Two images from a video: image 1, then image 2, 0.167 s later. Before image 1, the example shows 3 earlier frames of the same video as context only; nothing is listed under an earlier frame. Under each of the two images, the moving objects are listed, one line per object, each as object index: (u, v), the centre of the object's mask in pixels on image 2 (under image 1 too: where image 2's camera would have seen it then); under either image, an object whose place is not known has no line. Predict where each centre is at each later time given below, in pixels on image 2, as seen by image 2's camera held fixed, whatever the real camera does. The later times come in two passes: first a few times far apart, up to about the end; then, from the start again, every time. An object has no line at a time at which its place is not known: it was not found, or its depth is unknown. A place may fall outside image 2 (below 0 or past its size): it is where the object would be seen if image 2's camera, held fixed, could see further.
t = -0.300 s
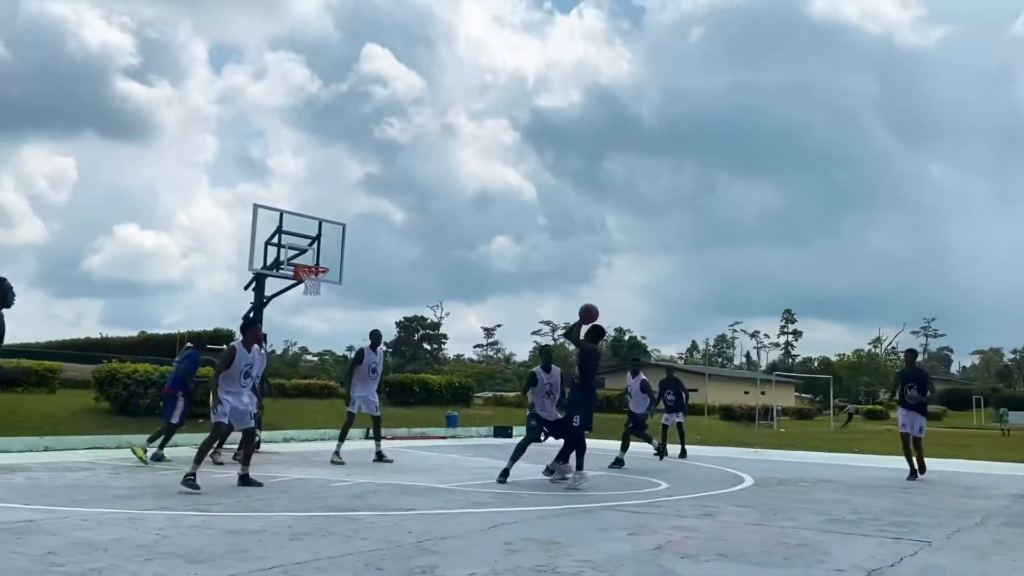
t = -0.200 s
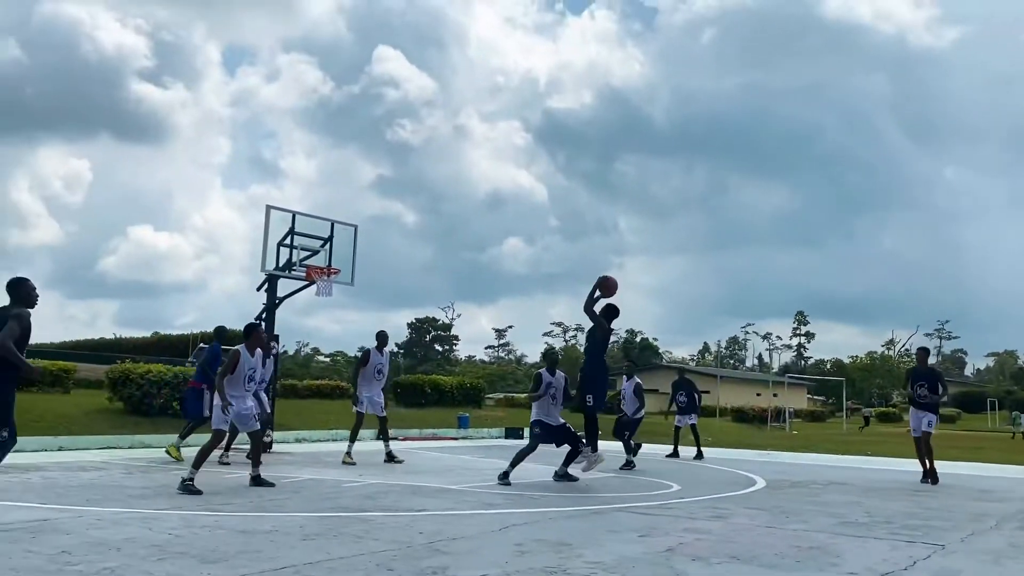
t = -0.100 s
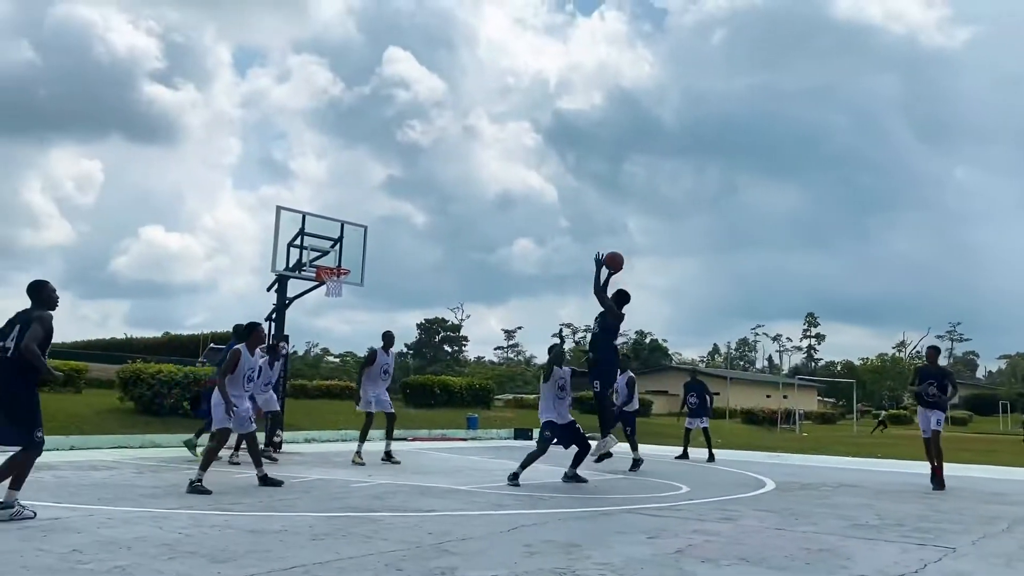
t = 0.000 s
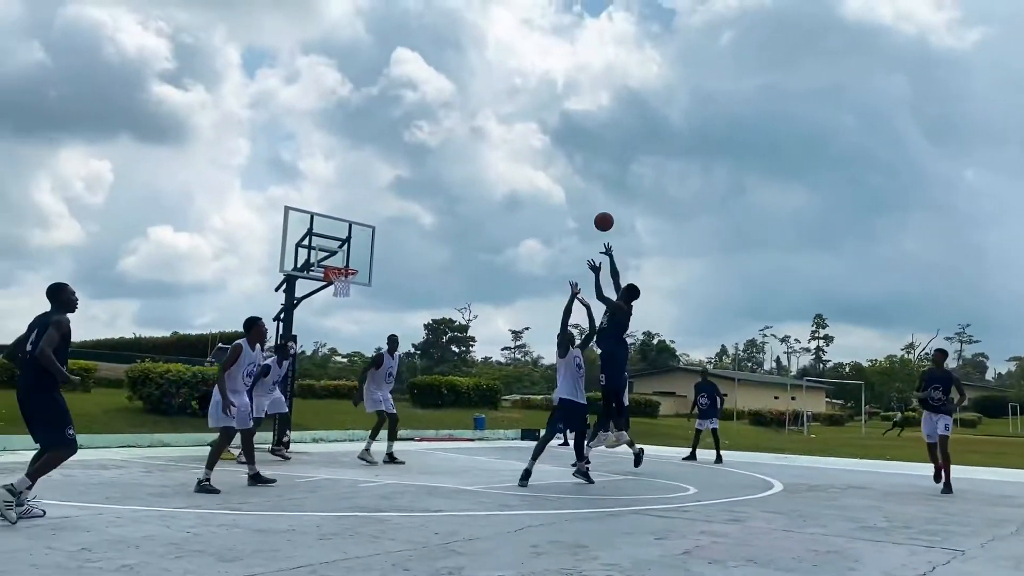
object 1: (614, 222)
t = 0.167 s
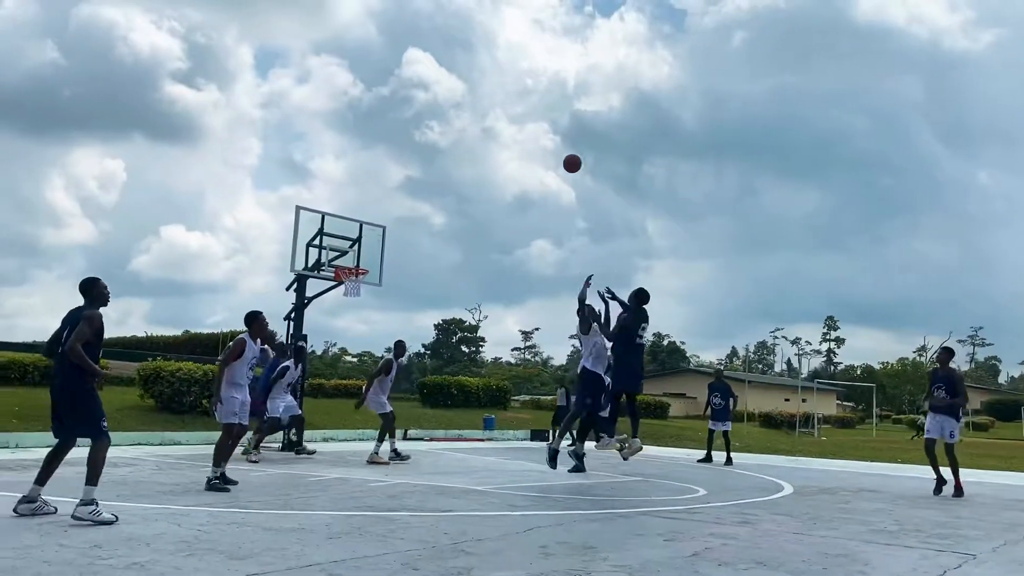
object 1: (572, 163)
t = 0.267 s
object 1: (548, 140)
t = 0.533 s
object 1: (491, 118)
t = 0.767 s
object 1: (445, 137)
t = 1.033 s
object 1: (397, 197)
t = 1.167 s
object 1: (374, 240)
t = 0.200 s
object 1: (564, 155)
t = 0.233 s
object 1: (556, 147)
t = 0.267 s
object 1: (548, 140)
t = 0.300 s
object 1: (541, 134)
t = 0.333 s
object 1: (533, 129)
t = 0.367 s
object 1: (526, 125)
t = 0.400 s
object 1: (519, 122)
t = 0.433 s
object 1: (512, 120)
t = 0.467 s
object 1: (505, 118)
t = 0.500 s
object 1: (498, 117)
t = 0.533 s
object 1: (491, 118)
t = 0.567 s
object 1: (484, 118)
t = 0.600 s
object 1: (478, 120)
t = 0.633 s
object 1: (471, 122)
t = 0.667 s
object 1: (465, 124)
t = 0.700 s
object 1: (458, 128)
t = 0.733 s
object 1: (452, 132)
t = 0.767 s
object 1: (445, 137)
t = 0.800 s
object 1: (439, 142)
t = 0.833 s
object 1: (433, 148)
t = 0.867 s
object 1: (427, 155)
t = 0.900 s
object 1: (421, 162)
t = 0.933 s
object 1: (415, 170)
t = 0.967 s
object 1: (409, 178)
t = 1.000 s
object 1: (403, 187)
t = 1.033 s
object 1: (397, 197)
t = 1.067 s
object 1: (391, 207)
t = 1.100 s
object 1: (385, 217)
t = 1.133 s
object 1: (380, 228)
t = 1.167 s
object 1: (374, 240)
